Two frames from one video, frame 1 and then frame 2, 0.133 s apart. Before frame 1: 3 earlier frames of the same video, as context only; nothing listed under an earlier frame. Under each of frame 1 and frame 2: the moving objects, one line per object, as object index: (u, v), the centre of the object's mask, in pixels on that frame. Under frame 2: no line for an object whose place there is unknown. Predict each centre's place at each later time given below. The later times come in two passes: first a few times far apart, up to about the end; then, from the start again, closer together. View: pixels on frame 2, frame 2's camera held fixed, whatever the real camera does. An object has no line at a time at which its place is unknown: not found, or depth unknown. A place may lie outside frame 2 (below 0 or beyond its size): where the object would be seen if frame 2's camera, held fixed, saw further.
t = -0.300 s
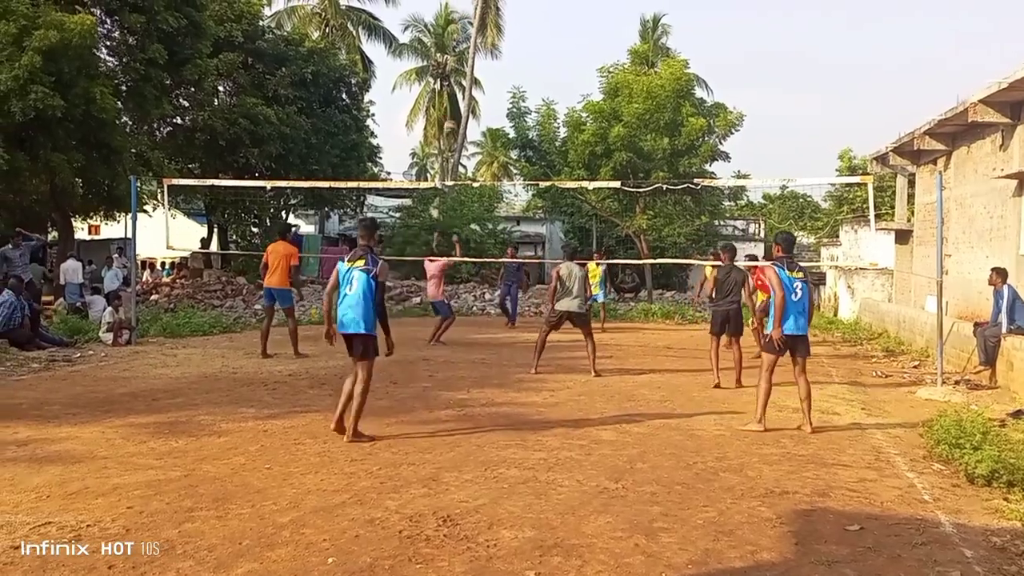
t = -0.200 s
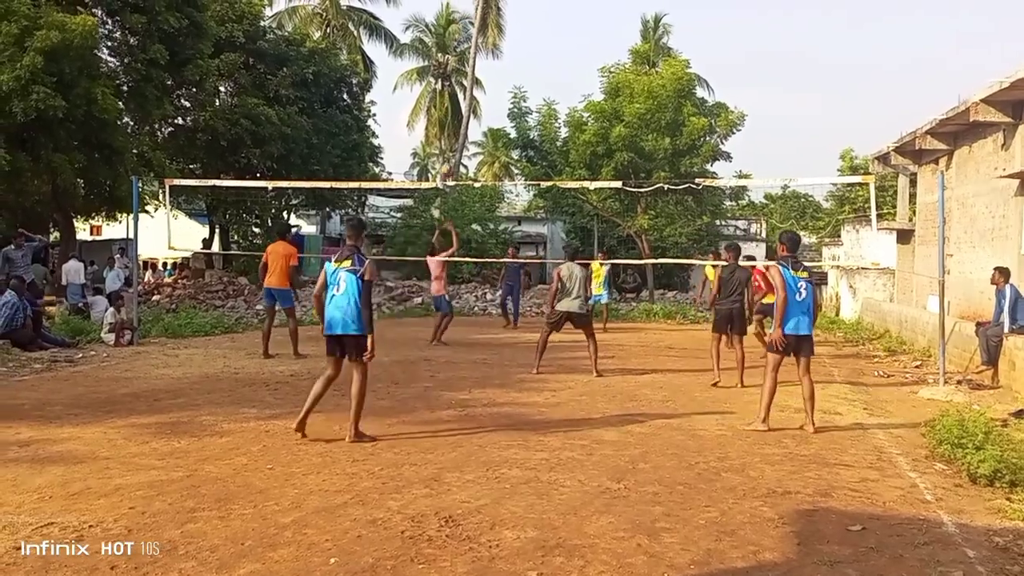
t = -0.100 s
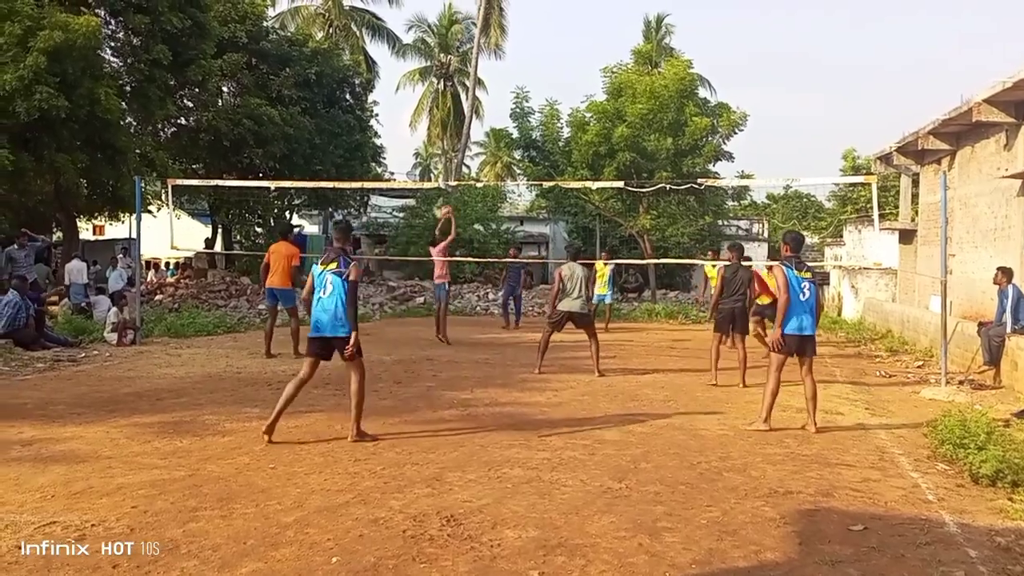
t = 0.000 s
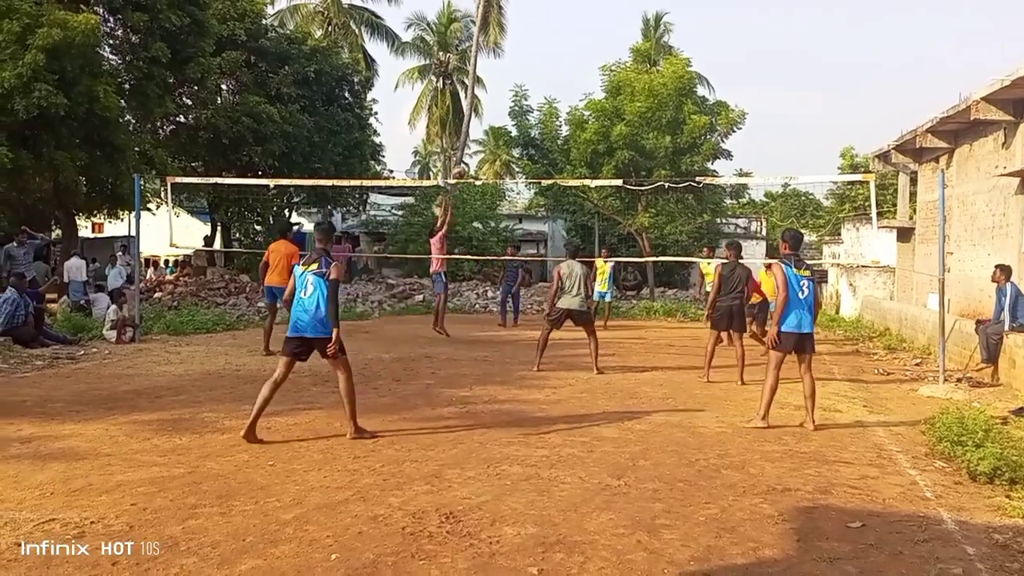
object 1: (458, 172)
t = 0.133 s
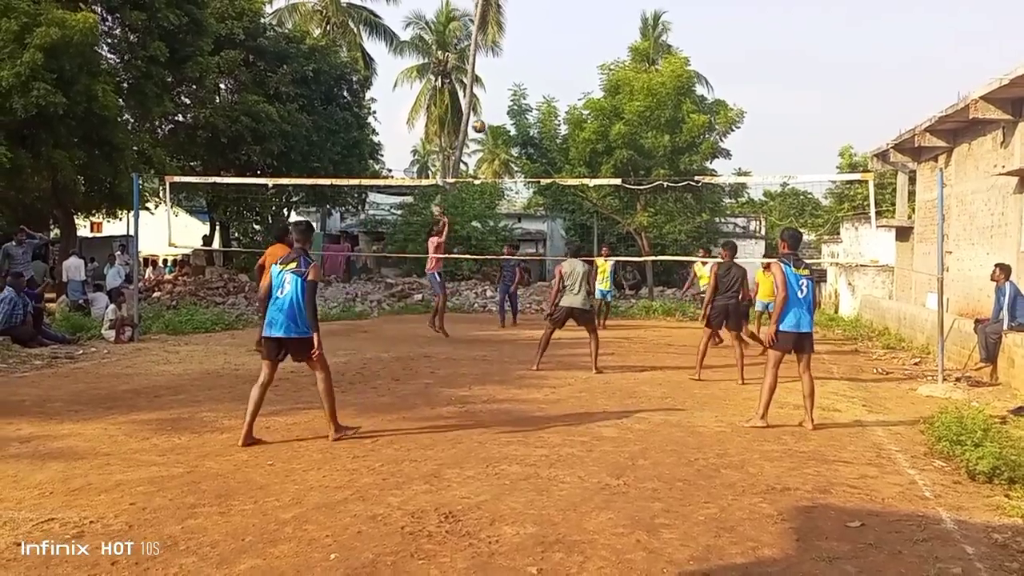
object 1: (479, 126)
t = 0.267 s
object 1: (499, 91)
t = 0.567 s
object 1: (544, 55)
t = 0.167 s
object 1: (483, 116)
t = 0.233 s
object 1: (494, 99)
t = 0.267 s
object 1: (499, 91)
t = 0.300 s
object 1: (503, 84)
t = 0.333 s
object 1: (509, 78)
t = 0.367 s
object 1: (514, 73)
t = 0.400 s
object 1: (519, 68)
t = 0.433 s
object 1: (524, 64)
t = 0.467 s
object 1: (529, 61)
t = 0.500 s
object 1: (534, 58)
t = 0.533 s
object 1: (539, 56)
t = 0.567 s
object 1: (544, 55)
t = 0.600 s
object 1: (549, 54)
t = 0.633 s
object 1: (554, 55)
